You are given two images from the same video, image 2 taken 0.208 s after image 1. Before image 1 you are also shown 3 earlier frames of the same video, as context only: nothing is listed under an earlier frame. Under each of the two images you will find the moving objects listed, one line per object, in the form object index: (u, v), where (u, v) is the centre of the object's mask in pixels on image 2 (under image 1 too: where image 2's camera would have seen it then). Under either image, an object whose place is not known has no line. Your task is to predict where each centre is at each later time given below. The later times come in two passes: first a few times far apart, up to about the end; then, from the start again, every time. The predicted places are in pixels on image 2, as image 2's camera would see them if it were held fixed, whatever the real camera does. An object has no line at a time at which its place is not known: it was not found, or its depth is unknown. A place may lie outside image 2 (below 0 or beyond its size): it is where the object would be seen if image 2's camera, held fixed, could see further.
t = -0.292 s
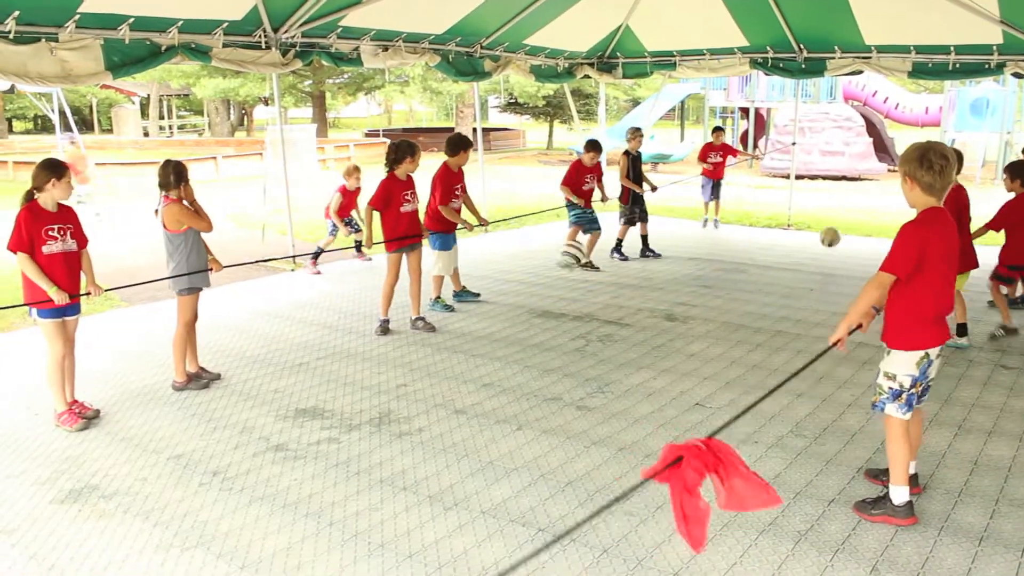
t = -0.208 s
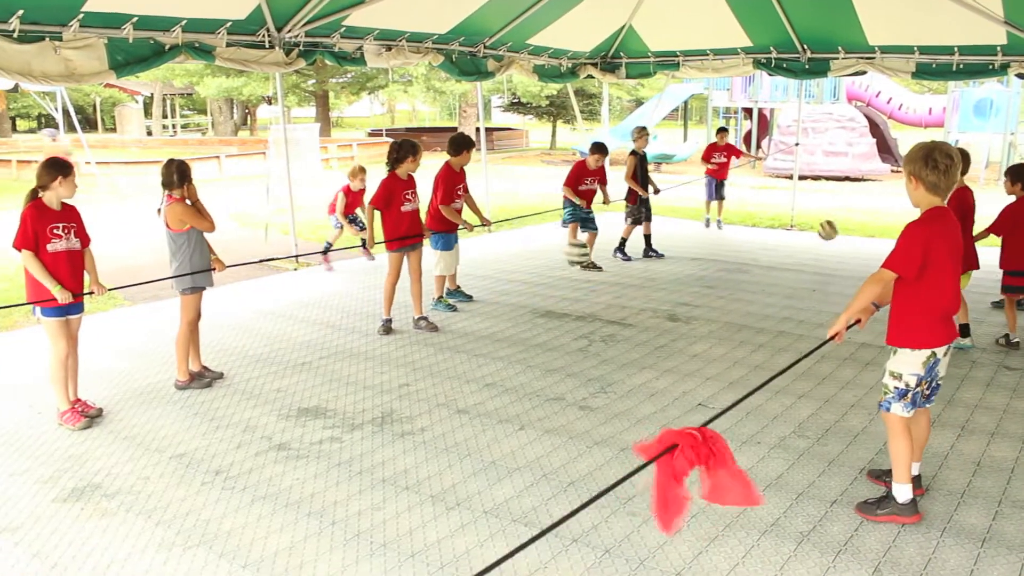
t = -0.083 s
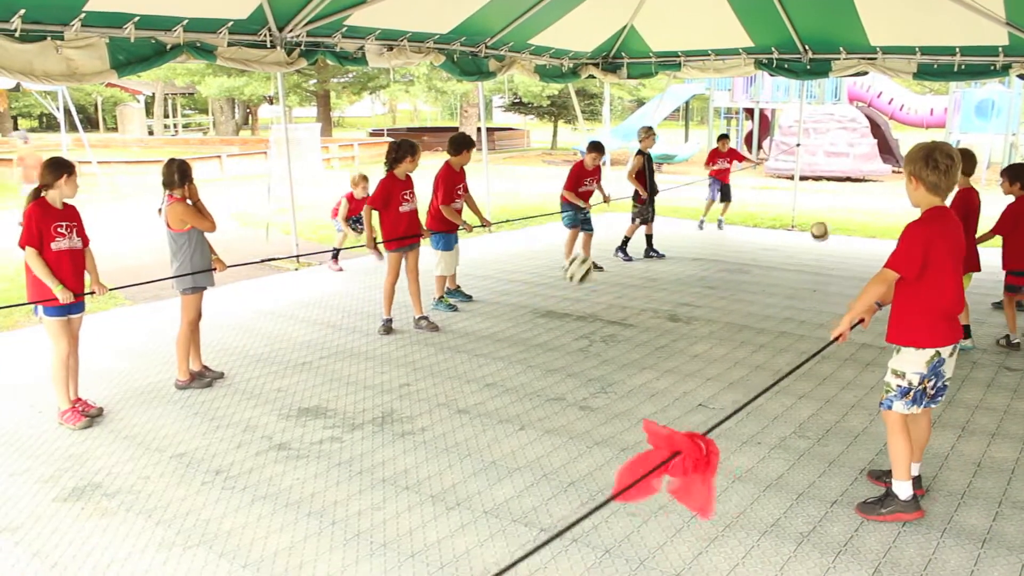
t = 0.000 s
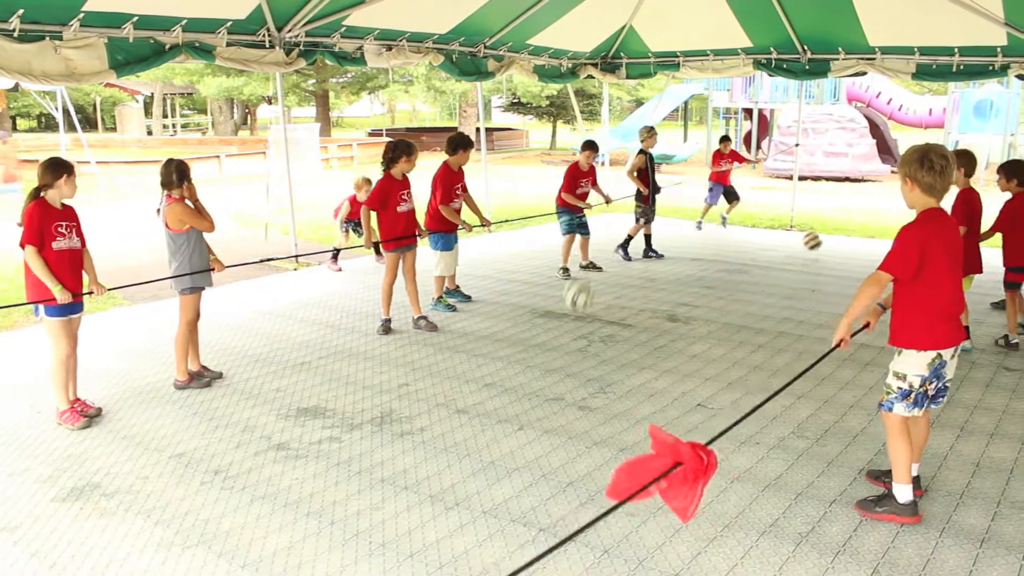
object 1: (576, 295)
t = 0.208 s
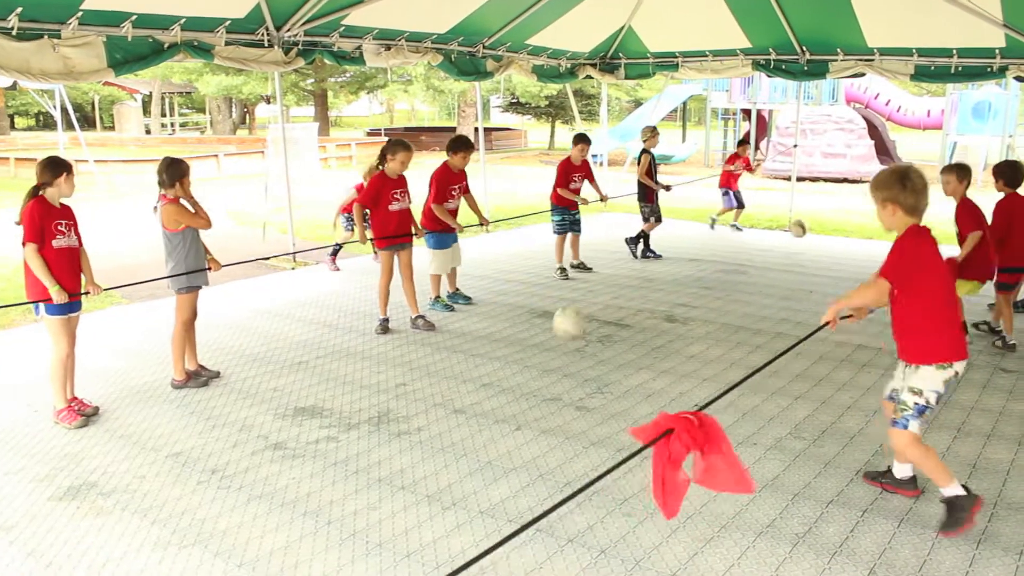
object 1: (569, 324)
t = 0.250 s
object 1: (566, 328)
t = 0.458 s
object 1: (552, 371)
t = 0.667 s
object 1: (534, 415)
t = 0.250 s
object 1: (566, 328)
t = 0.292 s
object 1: (565, 336)
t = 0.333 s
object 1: (562, 348)
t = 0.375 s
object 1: (560, 363)
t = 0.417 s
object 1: (557, 365)
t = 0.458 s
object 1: (552, 371)
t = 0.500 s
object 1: (549, 382)
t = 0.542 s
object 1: (547, 392)
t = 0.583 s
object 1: (542, 397)
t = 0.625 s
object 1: (538, 404)
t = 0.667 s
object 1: (534, 415)
